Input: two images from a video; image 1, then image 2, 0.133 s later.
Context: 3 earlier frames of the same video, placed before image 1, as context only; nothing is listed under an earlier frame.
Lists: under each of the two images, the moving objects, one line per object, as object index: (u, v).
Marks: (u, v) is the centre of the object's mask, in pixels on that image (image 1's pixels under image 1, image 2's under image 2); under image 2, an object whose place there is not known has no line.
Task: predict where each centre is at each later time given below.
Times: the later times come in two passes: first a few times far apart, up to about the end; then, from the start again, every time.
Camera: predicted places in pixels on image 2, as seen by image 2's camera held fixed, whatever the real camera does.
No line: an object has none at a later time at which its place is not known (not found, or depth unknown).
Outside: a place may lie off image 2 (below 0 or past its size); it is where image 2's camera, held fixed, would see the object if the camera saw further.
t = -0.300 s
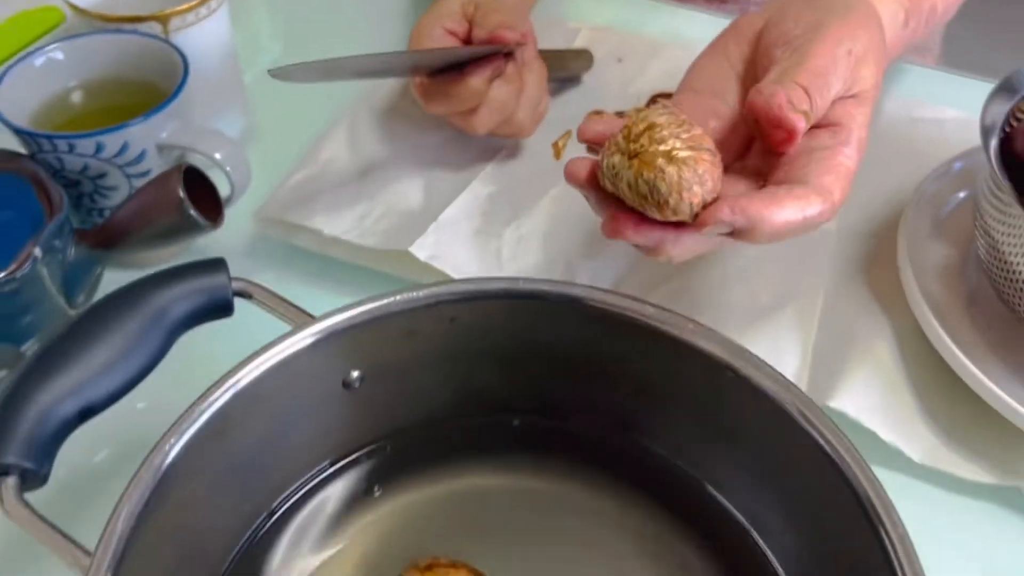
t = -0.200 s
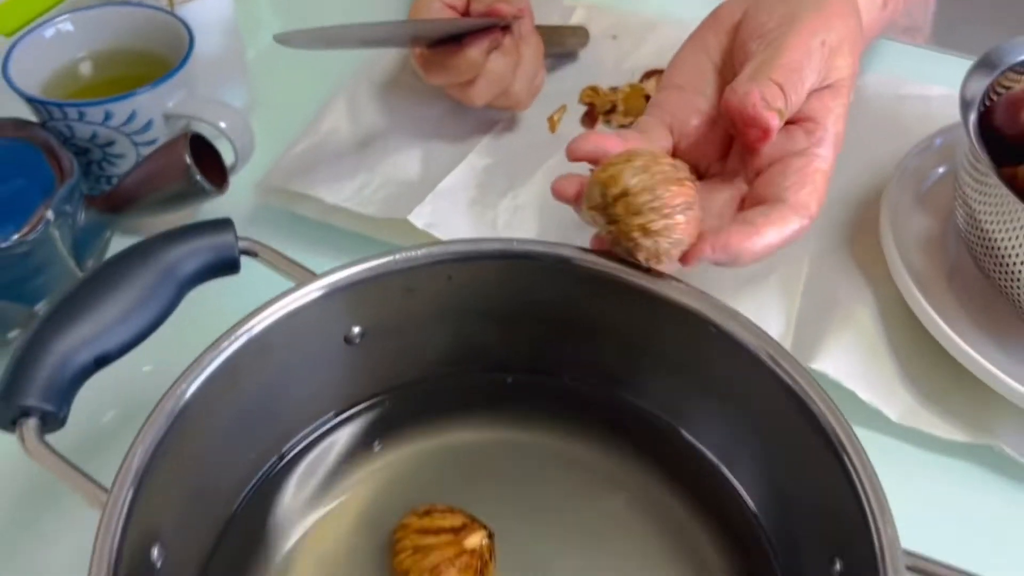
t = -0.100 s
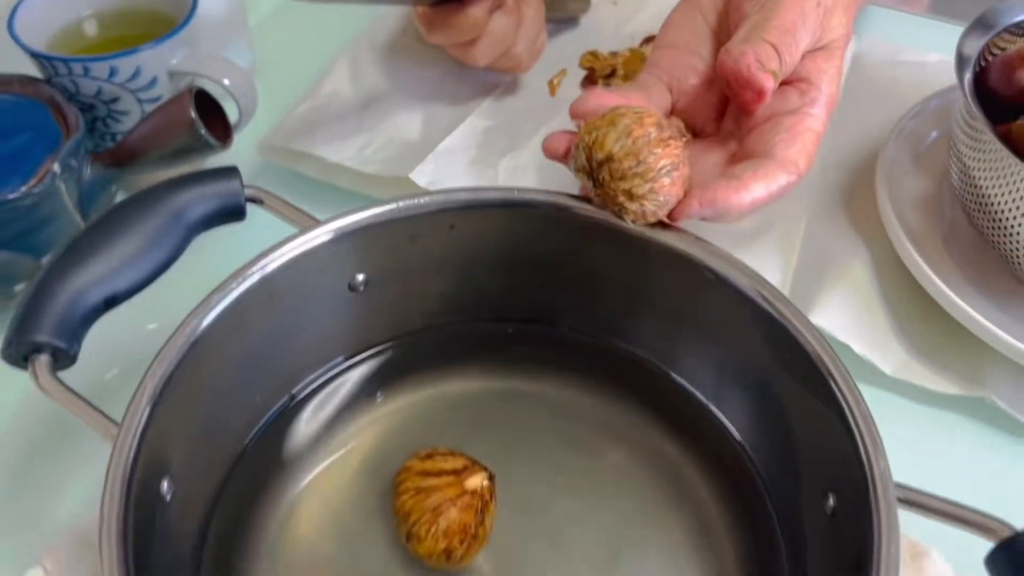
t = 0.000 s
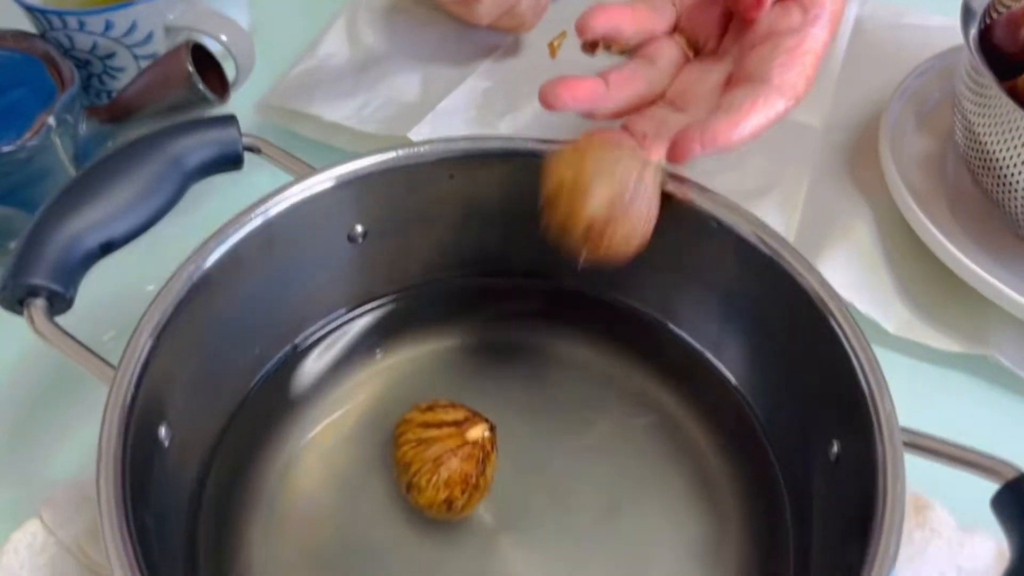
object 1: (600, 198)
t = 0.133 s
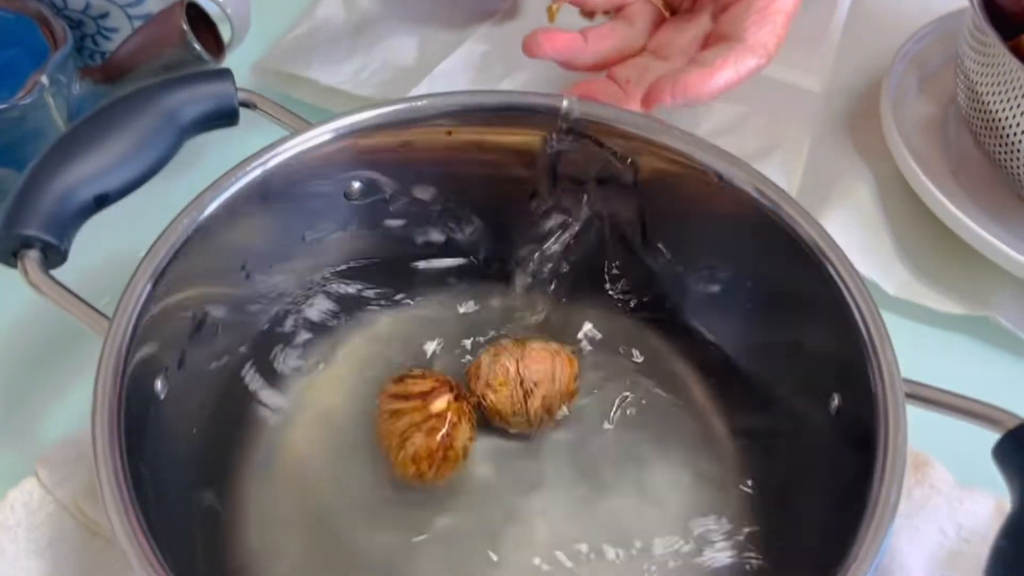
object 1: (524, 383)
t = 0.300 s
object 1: (536, 410)
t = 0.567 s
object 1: (552, 412)
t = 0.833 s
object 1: (566, 395)
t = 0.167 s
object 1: (529, 391)
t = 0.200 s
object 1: (528, 407)
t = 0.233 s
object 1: (529, 407)
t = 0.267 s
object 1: (534, 411)
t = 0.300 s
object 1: (536, 410)
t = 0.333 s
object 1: (540, 410)
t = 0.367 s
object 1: (542, 415)
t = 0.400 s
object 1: (539, 419)
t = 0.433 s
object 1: (542, 420)
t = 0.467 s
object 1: (542, 422)
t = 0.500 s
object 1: (546, 421)
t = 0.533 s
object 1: (550, 416)
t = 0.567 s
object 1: (552, 412)
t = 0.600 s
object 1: (554, 408)
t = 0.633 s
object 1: (557, 404)
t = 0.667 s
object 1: (559, 402)
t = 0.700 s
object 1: (560, 401)
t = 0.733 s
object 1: (560, 403)
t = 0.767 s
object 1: (559, 400)
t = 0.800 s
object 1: (564, 396)
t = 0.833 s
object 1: (566, 395)
